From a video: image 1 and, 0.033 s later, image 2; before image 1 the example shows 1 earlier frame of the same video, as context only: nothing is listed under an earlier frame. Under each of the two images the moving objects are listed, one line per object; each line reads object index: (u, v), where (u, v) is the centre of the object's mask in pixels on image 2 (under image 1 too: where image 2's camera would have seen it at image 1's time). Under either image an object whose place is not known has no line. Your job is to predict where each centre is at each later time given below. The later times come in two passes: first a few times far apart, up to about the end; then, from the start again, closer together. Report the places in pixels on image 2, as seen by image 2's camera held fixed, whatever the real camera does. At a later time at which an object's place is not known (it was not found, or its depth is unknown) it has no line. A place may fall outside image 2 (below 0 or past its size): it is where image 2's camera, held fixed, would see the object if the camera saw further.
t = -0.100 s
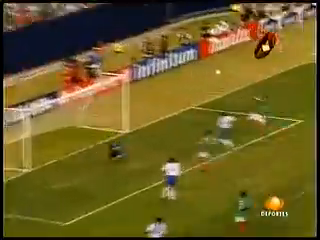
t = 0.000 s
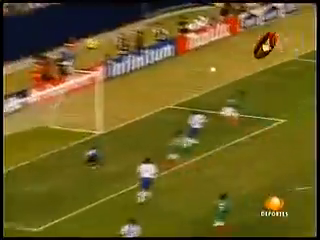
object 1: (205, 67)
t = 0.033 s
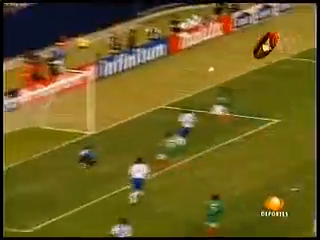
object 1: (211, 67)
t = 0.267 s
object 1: (247, 81)
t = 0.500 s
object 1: (279, 105)
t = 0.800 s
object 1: (299, 73)
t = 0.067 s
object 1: (216, 68)
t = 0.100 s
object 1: (221, 69)
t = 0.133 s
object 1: (226, 72)
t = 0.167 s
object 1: (232, 73)
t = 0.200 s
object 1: (237, 75)
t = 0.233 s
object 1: (242, 78)
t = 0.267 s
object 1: (247, 81)
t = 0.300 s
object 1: (252, 83)
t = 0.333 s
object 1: (257, 86)
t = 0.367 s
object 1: (261, 90)
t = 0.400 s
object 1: (266, 93)
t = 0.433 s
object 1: (270, 97)
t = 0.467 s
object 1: (274, 101)
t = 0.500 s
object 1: (279, 105)
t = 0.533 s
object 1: (282, 107)
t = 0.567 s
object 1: (284, 102)
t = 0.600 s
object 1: (286, 97)
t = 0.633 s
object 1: (289, 93)
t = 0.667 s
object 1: (291, 88)
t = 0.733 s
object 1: (295, 80)
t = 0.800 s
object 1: (299, 73)
